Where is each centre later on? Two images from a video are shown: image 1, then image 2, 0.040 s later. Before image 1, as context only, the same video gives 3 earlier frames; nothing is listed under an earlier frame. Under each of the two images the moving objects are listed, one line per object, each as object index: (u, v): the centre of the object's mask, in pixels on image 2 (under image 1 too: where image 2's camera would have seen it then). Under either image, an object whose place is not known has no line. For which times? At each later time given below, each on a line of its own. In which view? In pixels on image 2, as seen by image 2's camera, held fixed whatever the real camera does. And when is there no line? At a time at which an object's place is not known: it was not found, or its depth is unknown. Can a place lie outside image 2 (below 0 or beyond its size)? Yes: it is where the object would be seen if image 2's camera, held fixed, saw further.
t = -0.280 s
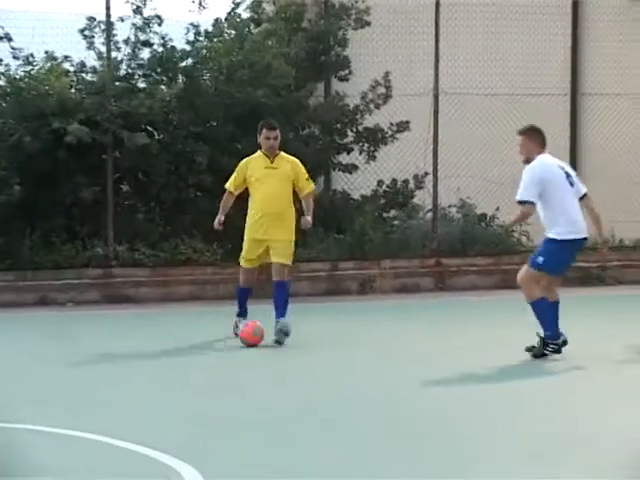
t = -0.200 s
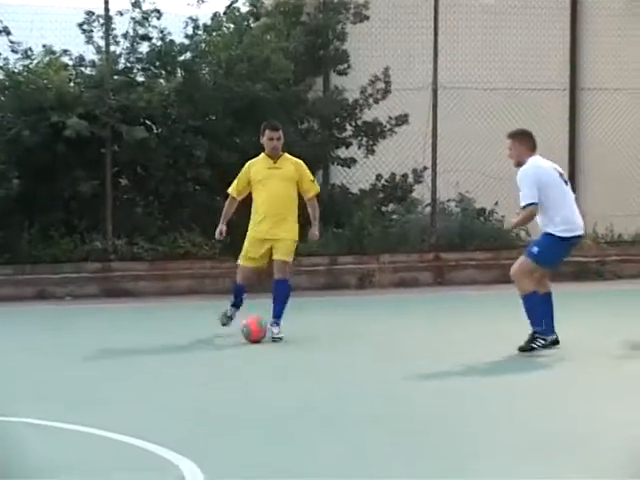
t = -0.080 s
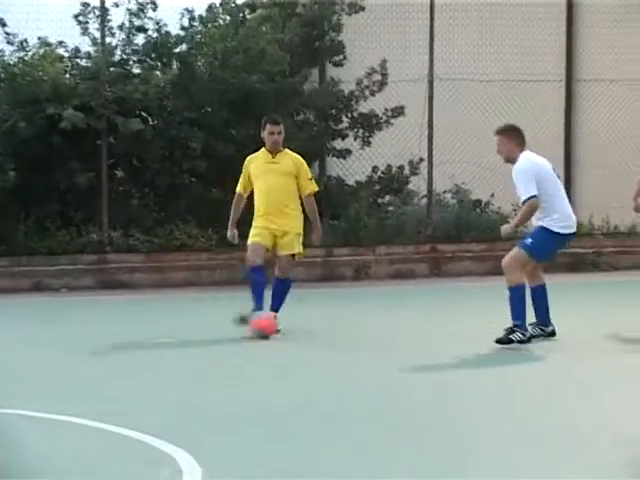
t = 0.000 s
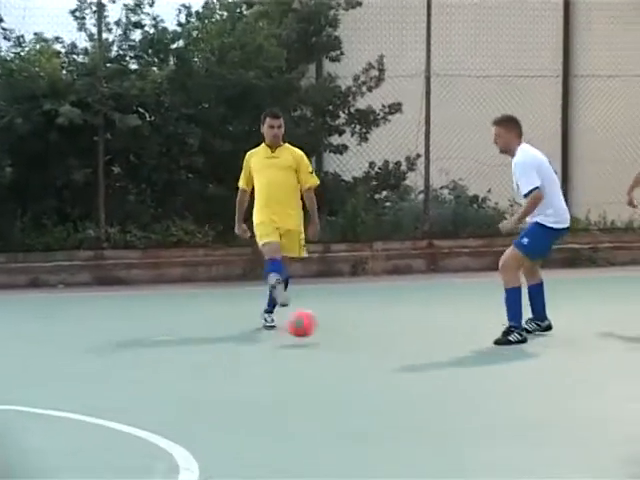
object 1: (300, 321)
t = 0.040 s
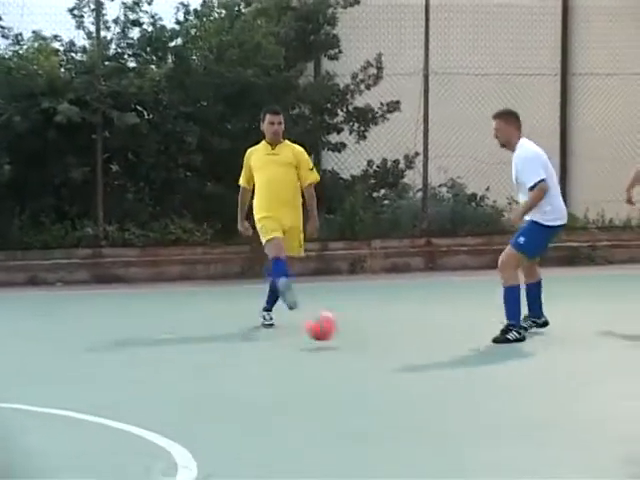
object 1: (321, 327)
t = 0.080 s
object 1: (345, 337)
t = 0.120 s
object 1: (368, 342)
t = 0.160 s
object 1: (390, 344)
